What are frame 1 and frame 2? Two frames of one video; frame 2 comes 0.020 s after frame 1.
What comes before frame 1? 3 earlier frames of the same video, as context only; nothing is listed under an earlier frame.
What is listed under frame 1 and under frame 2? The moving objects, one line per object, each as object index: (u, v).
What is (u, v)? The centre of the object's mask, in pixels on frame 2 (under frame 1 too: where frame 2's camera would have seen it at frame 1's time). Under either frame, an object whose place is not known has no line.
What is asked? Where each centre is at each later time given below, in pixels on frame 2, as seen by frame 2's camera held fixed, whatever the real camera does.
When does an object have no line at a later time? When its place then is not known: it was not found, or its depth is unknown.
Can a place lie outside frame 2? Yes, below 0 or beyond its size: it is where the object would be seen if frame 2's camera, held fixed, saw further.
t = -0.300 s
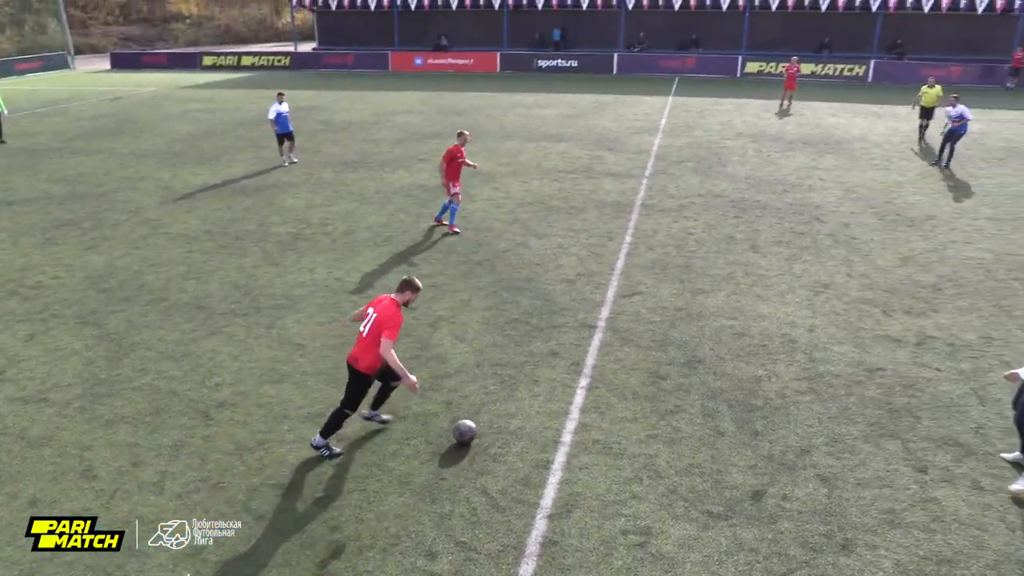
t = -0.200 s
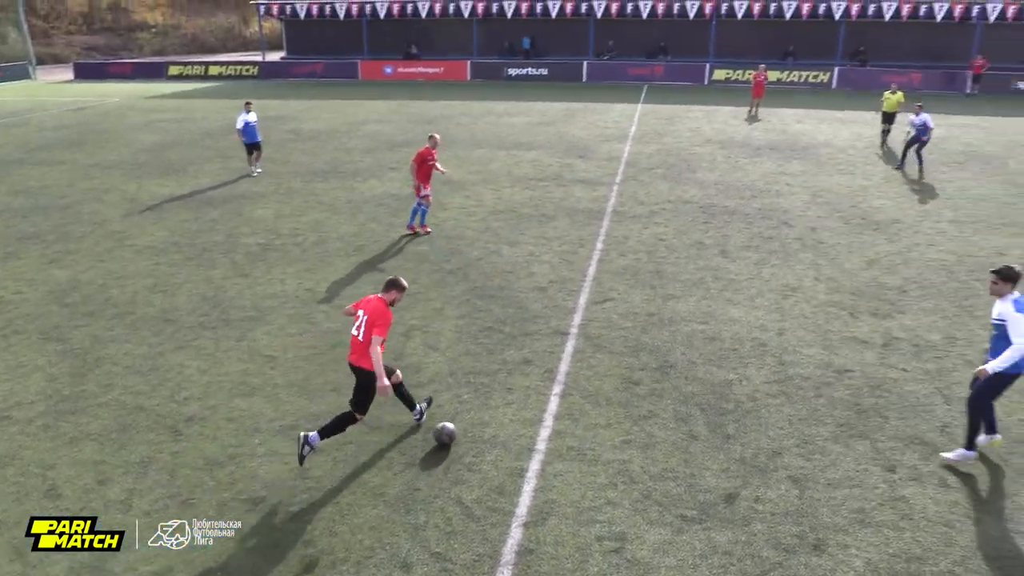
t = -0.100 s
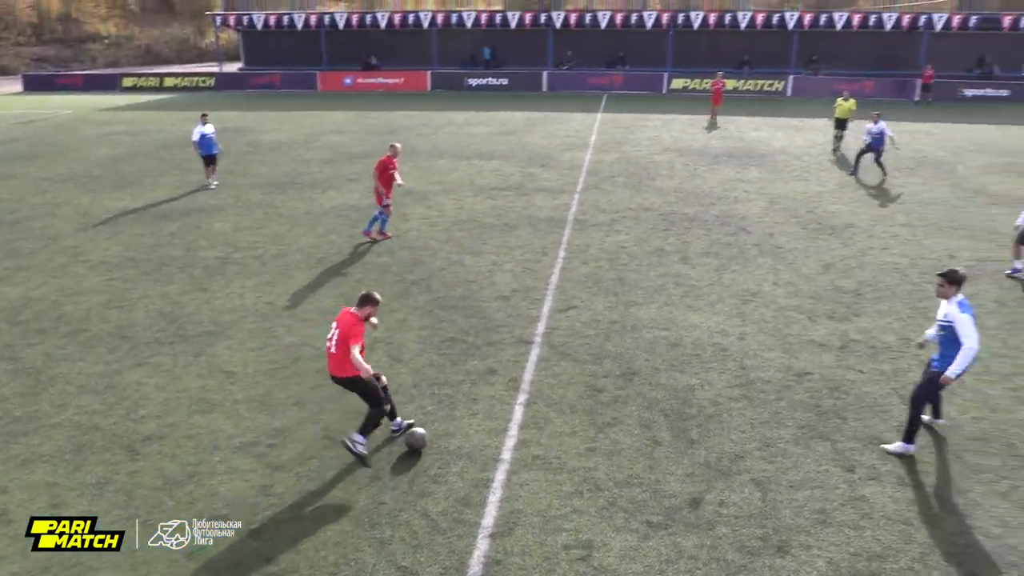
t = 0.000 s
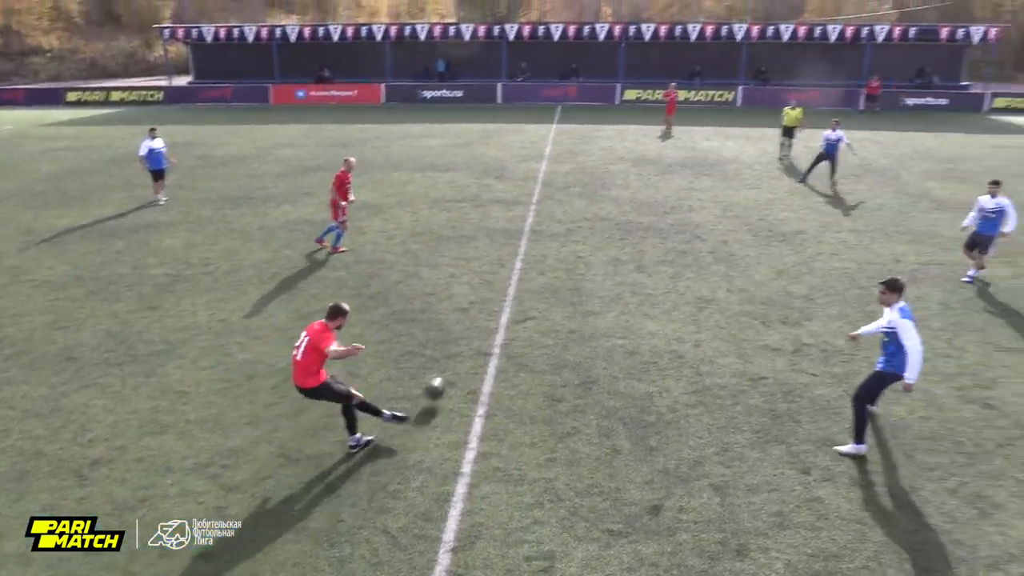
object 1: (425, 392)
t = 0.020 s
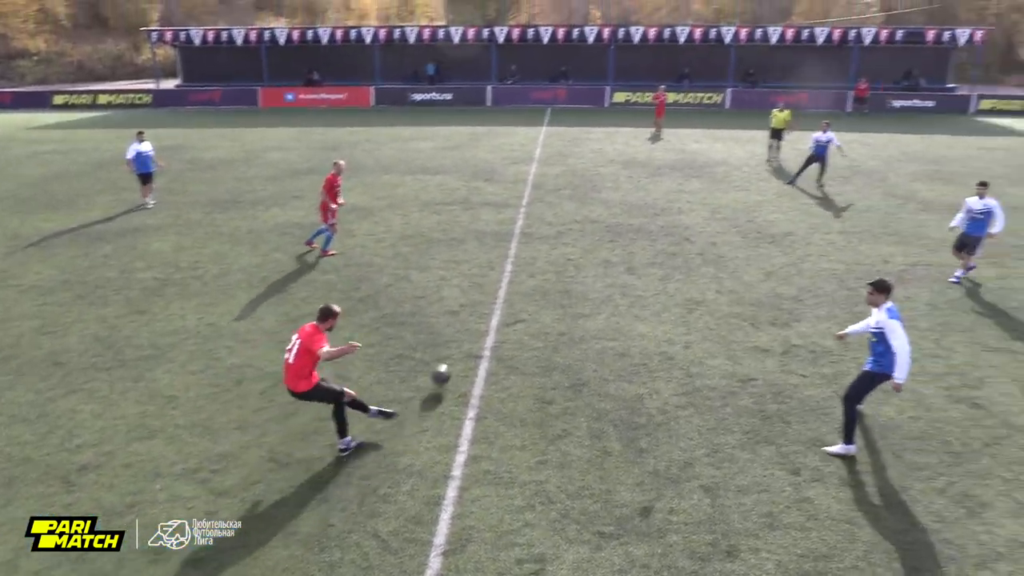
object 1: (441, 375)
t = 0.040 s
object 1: (455, 359)
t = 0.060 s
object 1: (468, 346)
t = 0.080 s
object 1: (479, 333)
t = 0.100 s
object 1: (490, 322)
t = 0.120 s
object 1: (499, 313)
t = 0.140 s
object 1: (507, 304)
